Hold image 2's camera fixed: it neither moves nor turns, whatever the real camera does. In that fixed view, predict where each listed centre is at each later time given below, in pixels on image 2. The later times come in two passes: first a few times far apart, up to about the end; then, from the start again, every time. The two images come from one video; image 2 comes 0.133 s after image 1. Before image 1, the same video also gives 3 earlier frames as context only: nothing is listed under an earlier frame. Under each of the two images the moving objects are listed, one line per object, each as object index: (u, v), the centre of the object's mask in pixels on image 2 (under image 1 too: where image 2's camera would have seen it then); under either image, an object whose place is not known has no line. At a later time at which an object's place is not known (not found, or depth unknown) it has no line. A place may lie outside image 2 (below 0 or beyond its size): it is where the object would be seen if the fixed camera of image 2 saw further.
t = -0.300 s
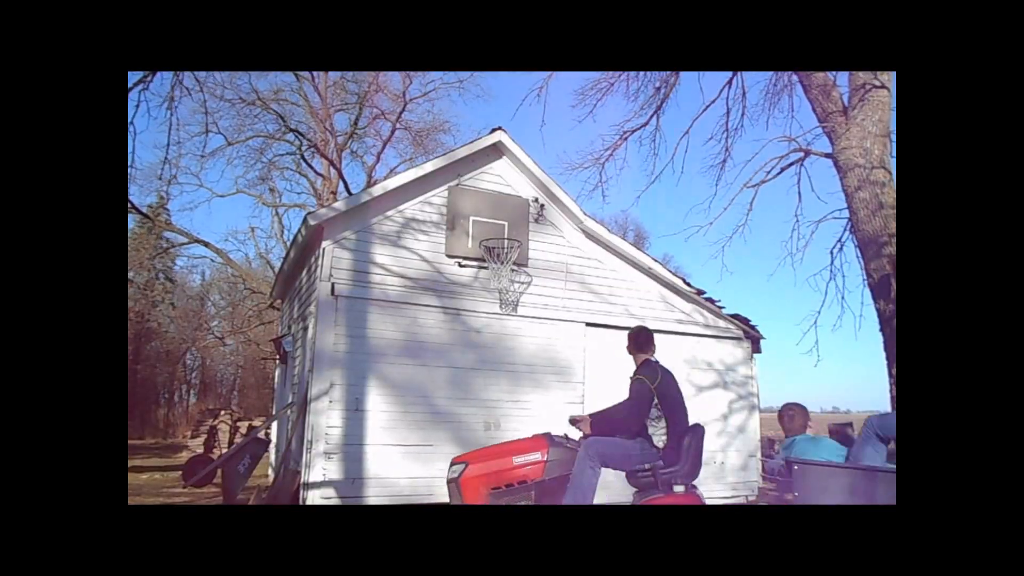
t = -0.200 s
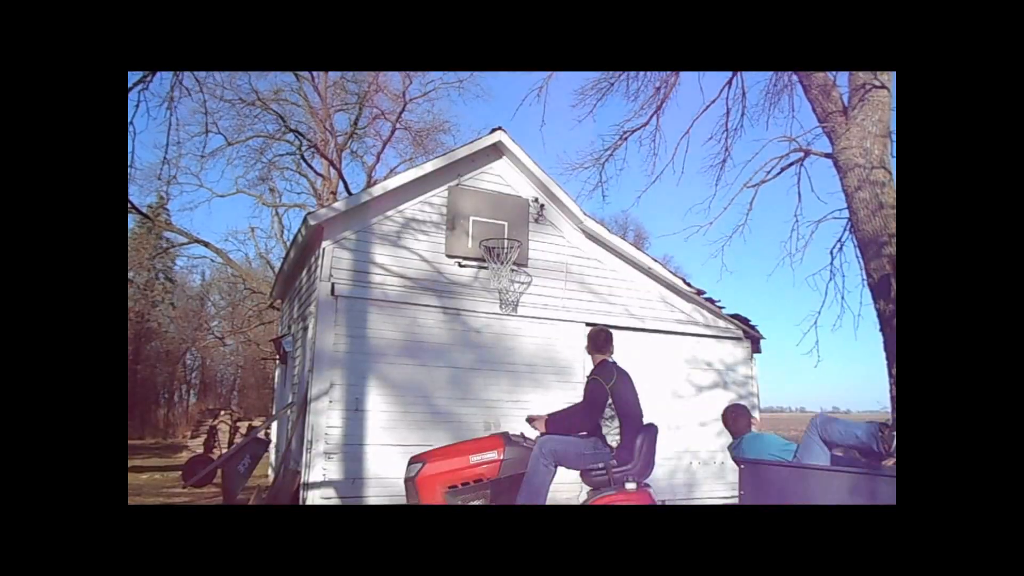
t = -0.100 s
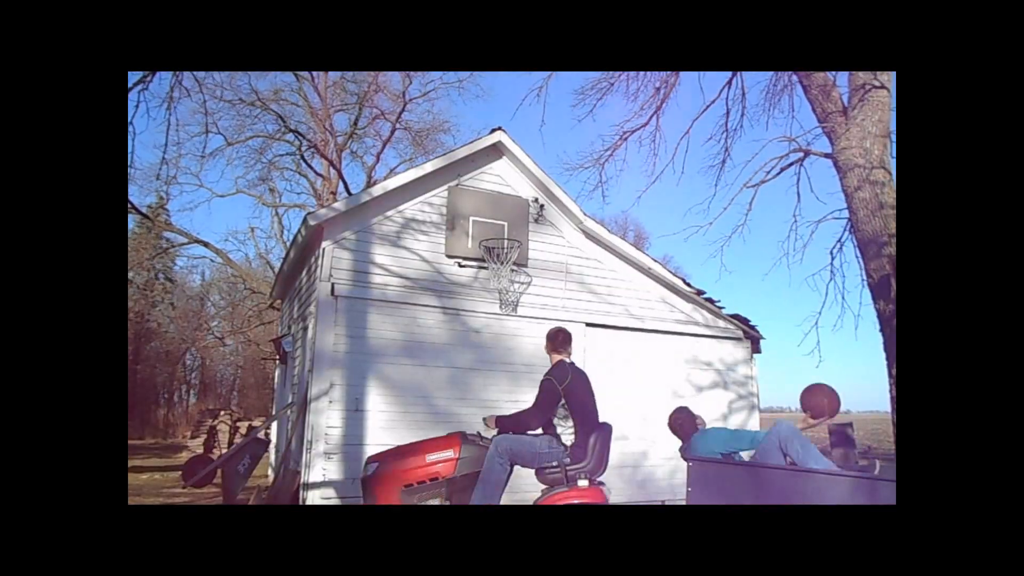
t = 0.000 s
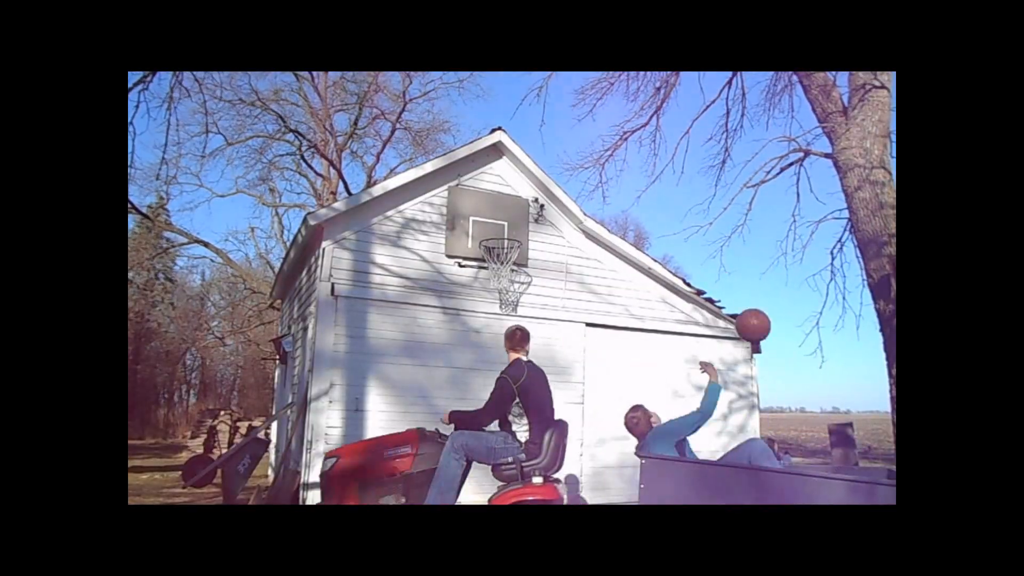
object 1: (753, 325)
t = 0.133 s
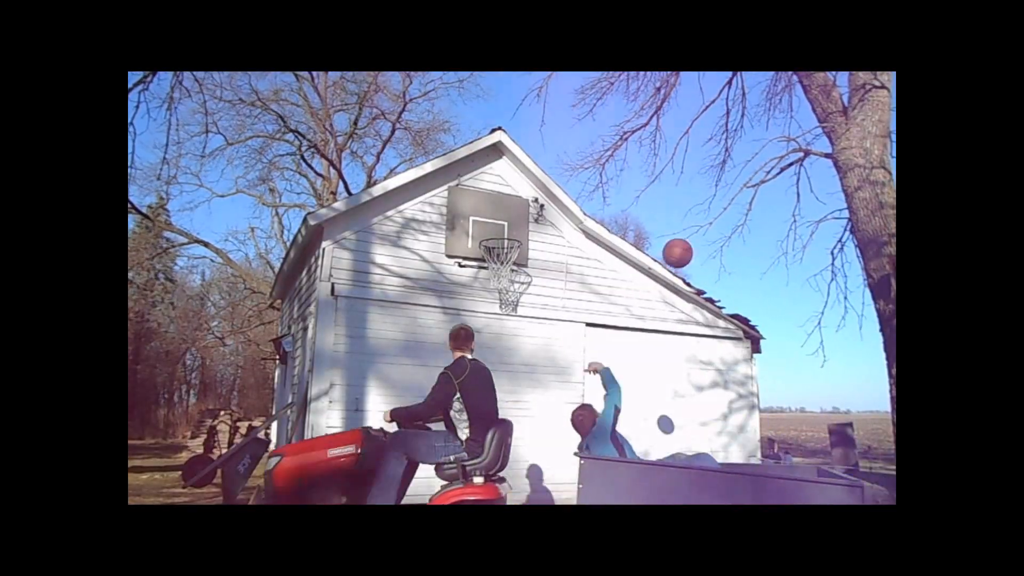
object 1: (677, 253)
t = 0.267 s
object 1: (618, 215)
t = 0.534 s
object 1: (529, 206)
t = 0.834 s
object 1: (480, 233)
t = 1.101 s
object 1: (504, 253)
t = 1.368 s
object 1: (503, 286)
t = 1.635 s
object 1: (500, 364)
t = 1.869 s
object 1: (496, 487)
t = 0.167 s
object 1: (661, 241)
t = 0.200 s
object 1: (646, 231)
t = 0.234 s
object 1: (632, 222)
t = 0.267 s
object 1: (618, 215)
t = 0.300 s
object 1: (605, 210)
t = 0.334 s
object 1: (593, 205)
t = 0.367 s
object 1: (581, 202)
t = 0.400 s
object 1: (570, 201)
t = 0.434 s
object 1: (559, 200)
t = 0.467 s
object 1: (549, 201)
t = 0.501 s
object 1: (539, 203)
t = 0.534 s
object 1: (529, 206)
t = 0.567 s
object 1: (520, 209)
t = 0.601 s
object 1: (511, 213)
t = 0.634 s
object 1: (502, 219)
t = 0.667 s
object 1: (494, 225)
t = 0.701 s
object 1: (486, 231)
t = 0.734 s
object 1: (483, 231)
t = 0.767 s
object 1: (482, 232)
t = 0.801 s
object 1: (480, 232)
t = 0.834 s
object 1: (480, 233)
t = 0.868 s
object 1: (483, 232)
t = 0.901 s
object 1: (486, 232)
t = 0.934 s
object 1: (489, 233)
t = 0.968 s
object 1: (493, 234)
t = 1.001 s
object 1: (496, 244)
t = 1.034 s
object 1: (499, 247)
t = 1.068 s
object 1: (503, 250)
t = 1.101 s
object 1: (504, 253)
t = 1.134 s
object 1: (504, 254)
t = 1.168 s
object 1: (503, 254)
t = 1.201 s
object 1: (503, 256)
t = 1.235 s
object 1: (506, 274)
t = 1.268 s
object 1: (505, 276)
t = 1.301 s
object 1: (505, 278)
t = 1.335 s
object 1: (504, 282)
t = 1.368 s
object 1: (503, 286)
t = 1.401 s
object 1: (503, 292)
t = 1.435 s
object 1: (503, 299)
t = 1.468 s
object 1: (502, 307)
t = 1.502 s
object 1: (501, 317)
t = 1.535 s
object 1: (501, 327)
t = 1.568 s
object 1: (501, 338)
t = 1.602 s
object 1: (500, 351)
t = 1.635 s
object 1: (500, 364)
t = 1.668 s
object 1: (499, 379)
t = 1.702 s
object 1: (499, 394)
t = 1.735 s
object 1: (498, 410)
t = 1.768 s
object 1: (498, 428)
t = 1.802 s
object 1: (497, 446)
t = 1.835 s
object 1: (497, 466)
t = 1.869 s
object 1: (496, 487)
